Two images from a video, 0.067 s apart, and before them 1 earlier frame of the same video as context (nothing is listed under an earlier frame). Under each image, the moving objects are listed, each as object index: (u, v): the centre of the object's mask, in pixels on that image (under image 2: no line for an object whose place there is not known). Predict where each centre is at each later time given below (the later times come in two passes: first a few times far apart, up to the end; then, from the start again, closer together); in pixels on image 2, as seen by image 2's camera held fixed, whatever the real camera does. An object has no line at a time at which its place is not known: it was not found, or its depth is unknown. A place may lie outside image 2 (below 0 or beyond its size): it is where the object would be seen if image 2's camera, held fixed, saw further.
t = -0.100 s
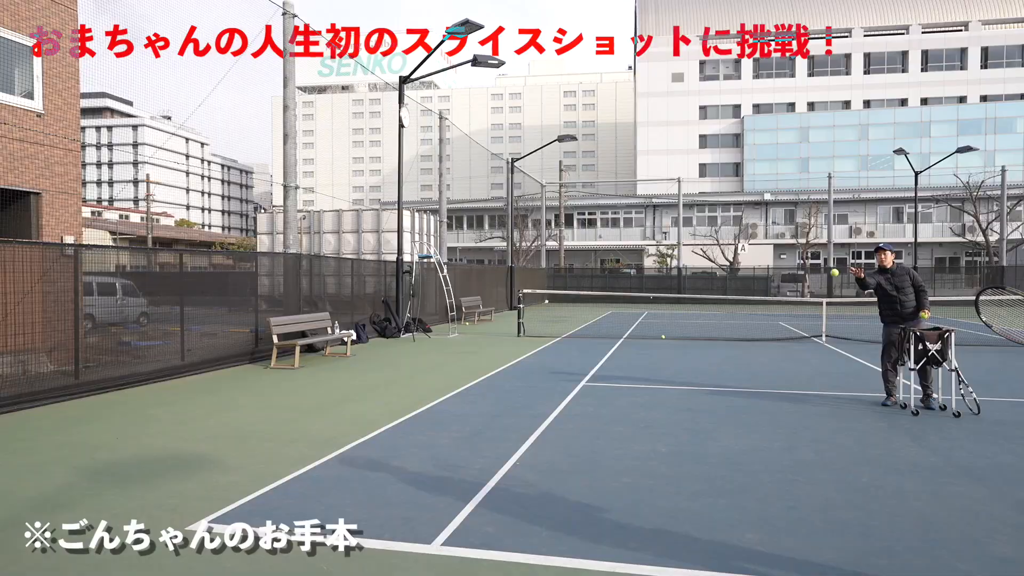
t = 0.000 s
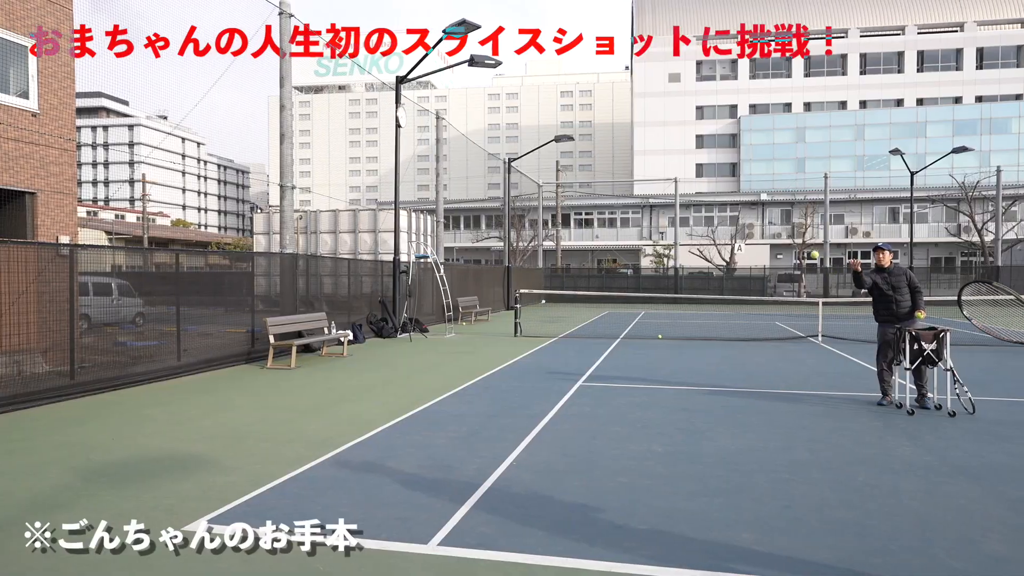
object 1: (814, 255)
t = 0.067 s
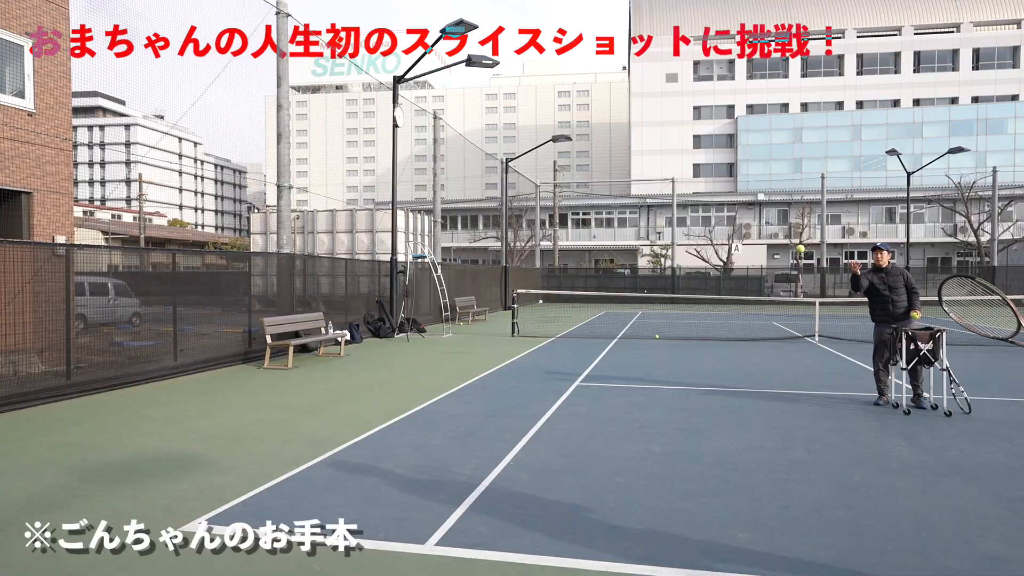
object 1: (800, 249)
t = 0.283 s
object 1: (762, 266)
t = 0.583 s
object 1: (703, 403)
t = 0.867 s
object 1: (655, 393)
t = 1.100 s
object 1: (620, 362)
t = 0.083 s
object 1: (797, 248)
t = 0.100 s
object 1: (795, 248)
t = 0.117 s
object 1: (792, 248)
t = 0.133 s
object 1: (789, 248)
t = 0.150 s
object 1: (786, 248)
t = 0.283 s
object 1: (762, 266)
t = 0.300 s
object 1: (759, 270)
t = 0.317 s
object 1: (756, 275)
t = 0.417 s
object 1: (737, 308)
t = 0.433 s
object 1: (734, 316)
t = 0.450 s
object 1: (730, 324)
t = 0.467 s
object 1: (727, 332)
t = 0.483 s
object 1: (724, 341)
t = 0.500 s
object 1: (721, 349)
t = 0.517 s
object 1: (717, 359)
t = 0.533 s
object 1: (714, 370)
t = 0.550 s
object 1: (710, 380)
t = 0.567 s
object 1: (707, 391)
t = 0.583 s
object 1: (703, 403)
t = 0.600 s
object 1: (699, 415)
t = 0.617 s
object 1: (695, 428)
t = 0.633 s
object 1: (692, 441)
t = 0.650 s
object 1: (688, 455)
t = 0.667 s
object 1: (684, 470)
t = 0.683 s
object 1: (680, 472)
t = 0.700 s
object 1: (678, 463)
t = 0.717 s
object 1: (676, 455)
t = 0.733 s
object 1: (674, 447)
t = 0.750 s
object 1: (672, 439)
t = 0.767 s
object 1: (669, 431)
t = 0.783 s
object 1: (667, 424)
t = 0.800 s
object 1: (665, 417)
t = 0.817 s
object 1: (662, 411)
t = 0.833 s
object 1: (660, 404)
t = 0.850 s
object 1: (658, 399)
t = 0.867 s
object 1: (655, 393)
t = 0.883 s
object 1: (653, 388)
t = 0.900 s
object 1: (651, 384)
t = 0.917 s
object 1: (648, 379)
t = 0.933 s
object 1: (646, 376)
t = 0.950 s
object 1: (644, 372)
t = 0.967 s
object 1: (641, 369)
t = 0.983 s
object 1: (638, 367)
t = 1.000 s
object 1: (636, 365)
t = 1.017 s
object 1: (633, 363)
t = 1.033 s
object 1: (631, 362)
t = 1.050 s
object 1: (628, 361)
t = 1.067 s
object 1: (626, 361)
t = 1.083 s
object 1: (623, 361)
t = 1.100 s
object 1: (620, 362)
